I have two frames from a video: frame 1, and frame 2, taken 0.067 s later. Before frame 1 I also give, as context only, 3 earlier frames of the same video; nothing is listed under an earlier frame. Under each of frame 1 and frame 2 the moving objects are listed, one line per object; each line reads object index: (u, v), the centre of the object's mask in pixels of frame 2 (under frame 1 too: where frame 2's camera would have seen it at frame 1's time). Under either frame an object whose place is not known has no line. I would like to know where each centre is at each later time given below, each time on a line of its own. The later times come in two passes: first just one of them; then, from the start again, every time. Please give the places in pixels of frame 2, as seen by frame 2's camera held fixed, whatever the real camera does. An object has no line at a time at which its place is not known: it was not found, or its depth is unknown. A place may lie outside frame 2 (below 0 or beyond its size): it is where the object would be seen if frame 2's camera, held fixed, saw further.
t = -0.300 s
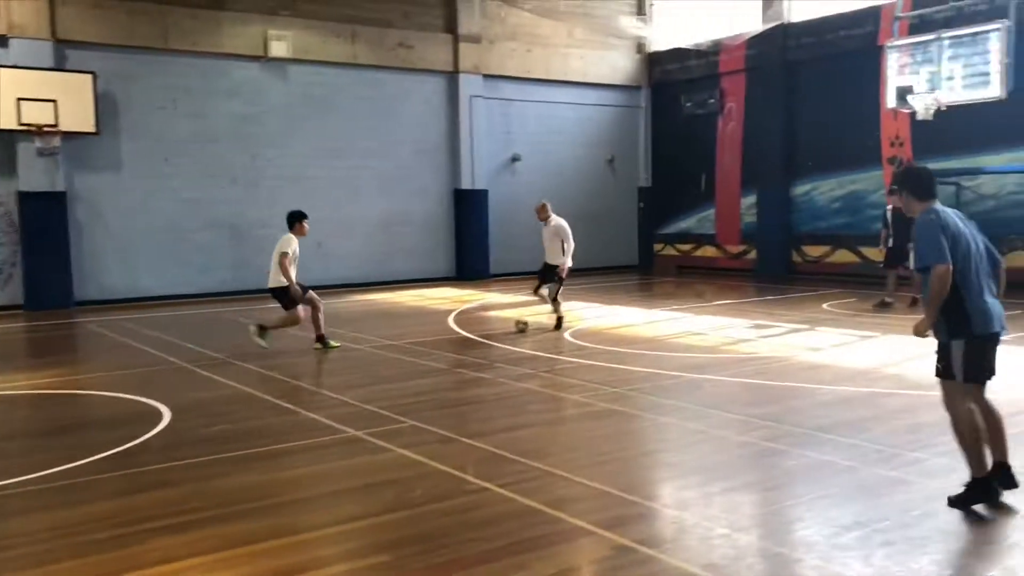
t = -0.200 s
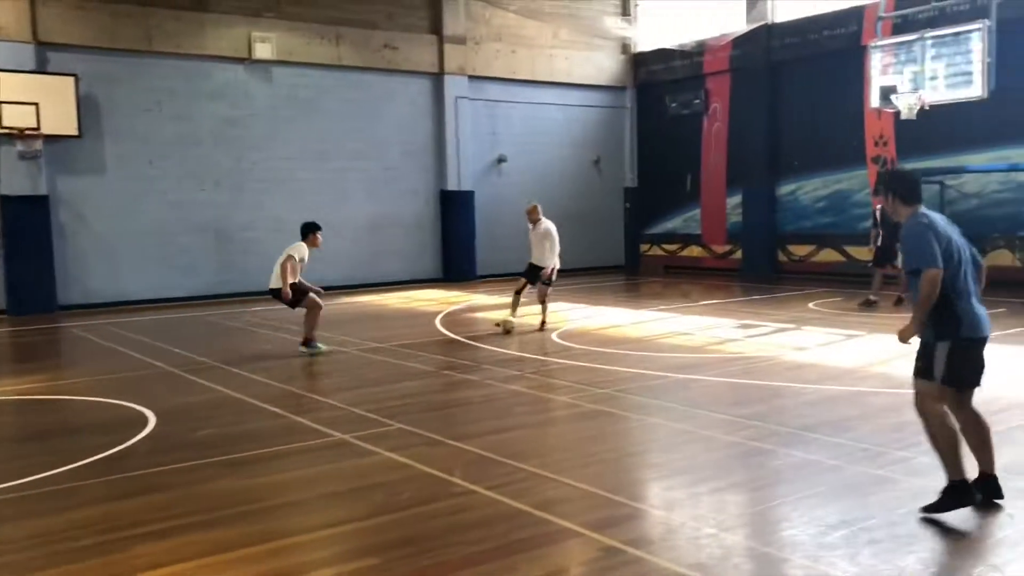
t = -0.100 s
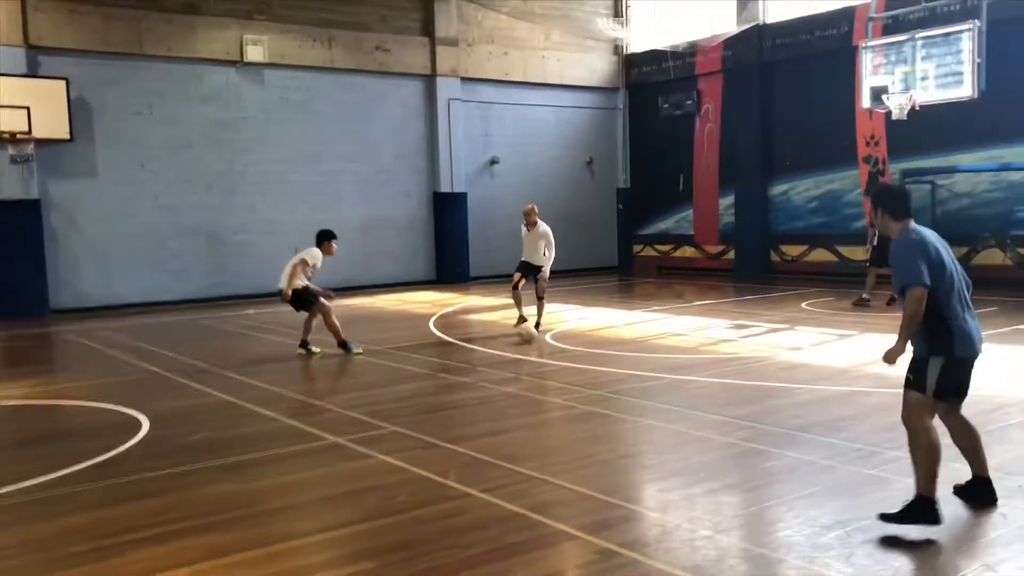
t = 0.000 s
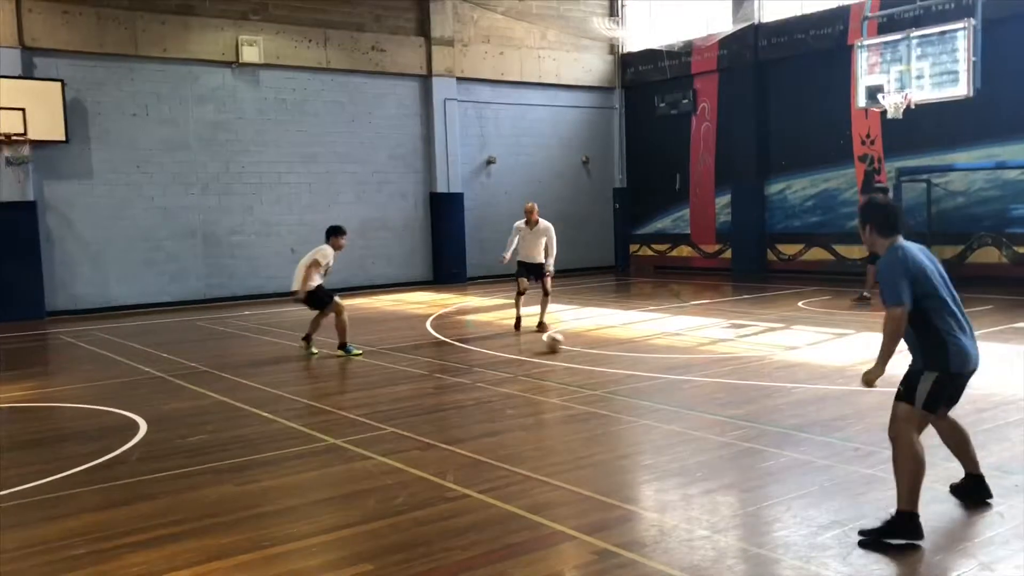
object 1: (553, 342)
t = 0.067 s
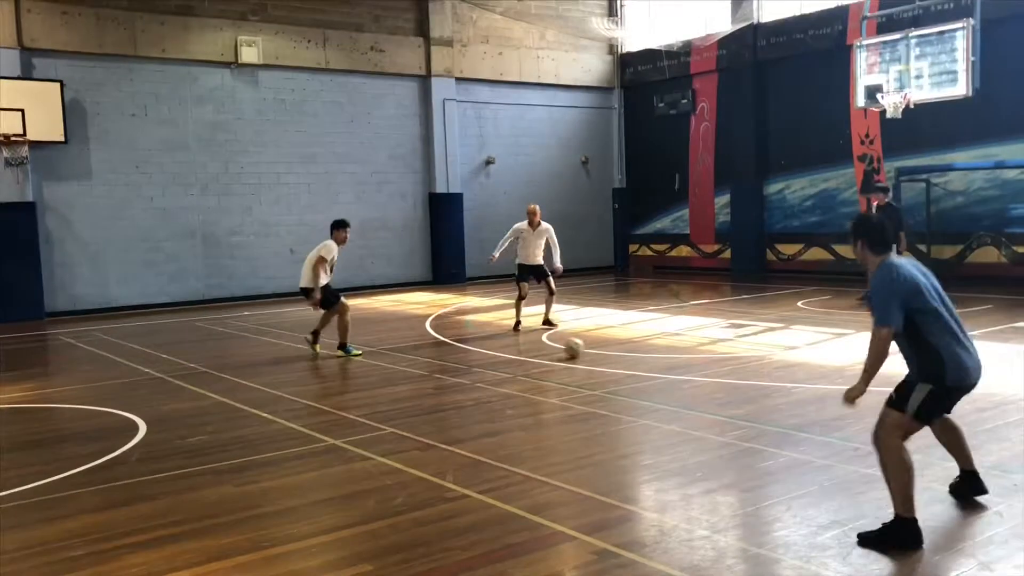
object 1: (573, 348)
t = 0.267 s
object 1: (642, 367)
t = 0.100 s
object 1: (585, 352)
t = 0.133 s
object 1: (596, 355)
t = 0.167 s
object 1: (607, 357)
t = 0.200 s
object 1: (617, 360)
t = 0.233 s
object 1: (630, 363)
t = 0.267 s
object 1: (642, 367)
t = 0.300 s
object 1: (656, 371)
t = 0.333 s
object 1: (668, 375)
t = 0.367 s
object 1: (682, 378)
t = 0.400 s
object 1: (695, 382)
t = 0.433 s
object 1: (710, 385)
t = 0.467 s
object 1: (723, 389)
